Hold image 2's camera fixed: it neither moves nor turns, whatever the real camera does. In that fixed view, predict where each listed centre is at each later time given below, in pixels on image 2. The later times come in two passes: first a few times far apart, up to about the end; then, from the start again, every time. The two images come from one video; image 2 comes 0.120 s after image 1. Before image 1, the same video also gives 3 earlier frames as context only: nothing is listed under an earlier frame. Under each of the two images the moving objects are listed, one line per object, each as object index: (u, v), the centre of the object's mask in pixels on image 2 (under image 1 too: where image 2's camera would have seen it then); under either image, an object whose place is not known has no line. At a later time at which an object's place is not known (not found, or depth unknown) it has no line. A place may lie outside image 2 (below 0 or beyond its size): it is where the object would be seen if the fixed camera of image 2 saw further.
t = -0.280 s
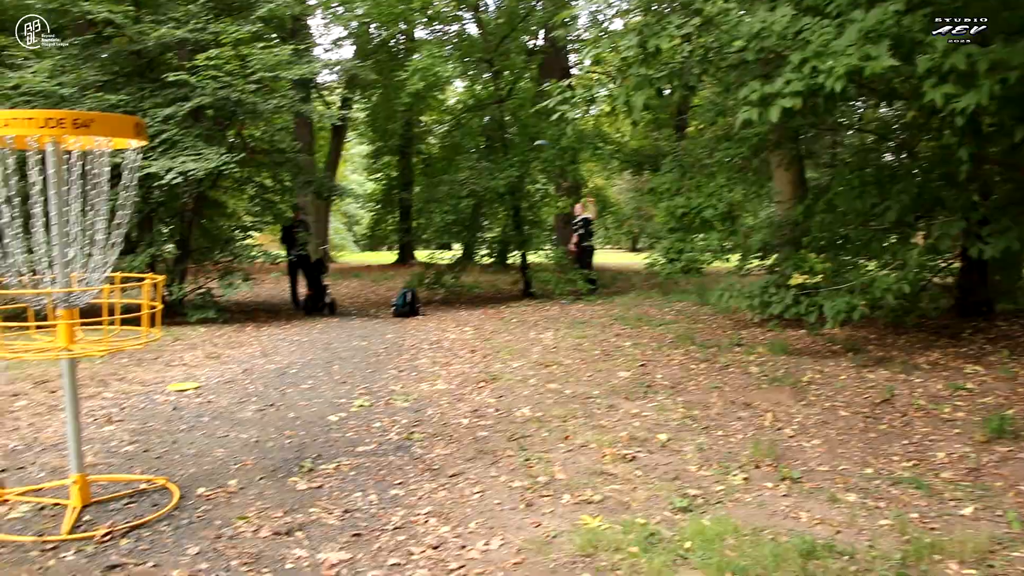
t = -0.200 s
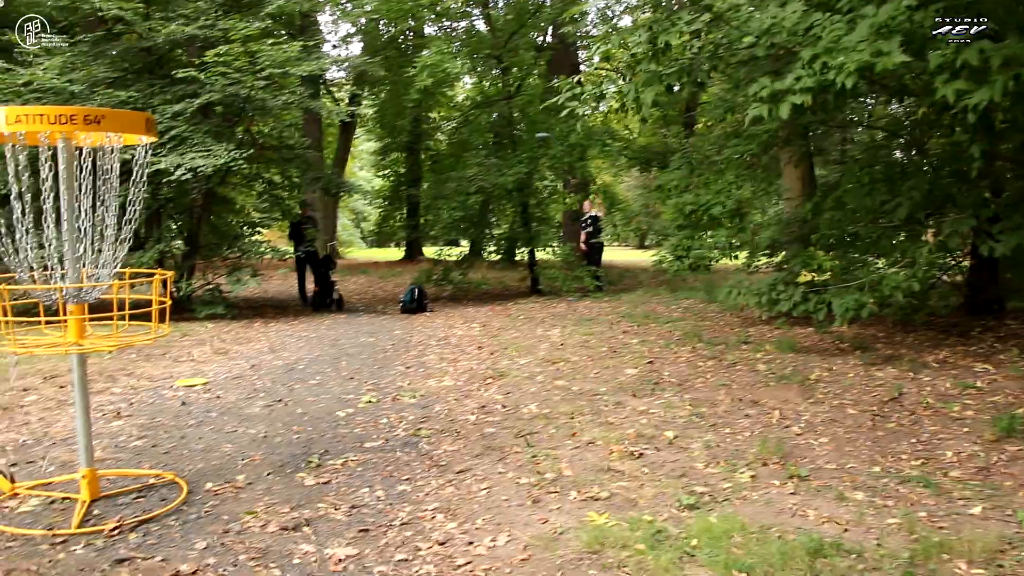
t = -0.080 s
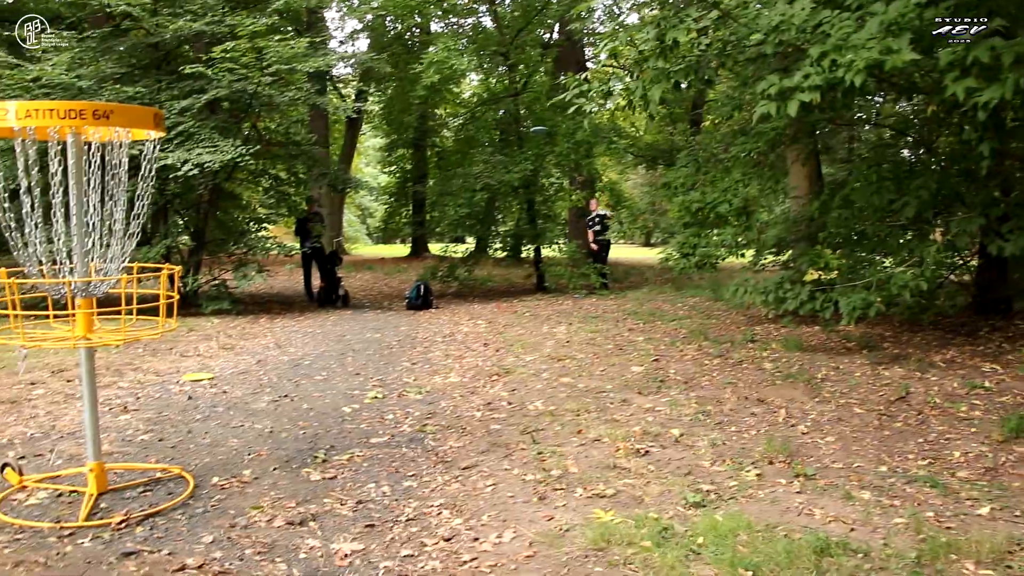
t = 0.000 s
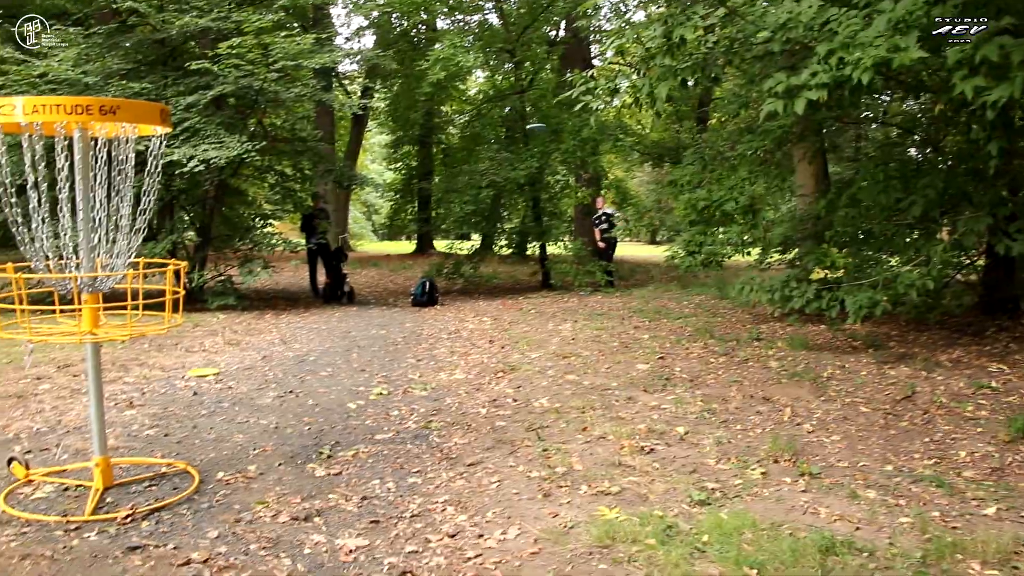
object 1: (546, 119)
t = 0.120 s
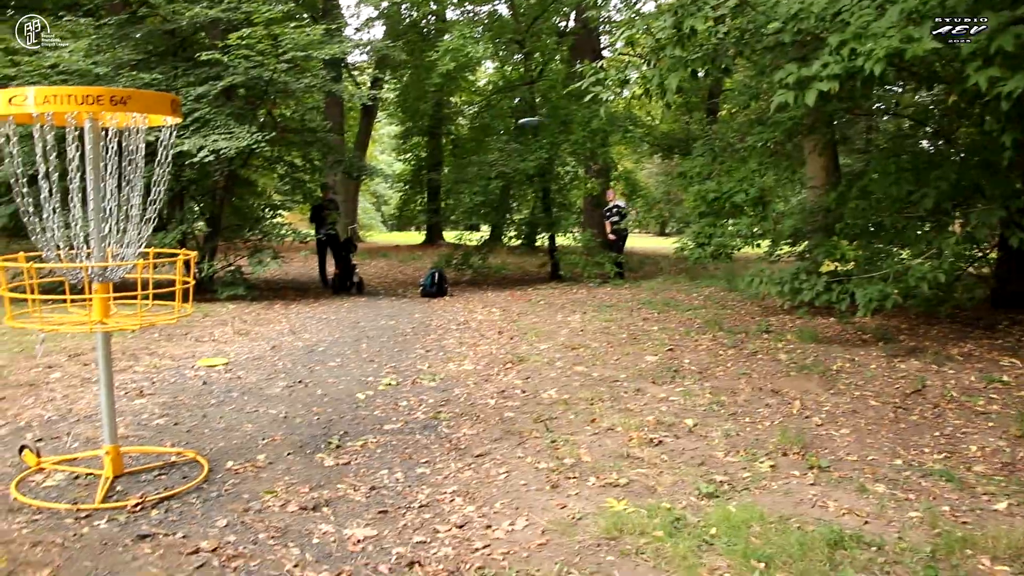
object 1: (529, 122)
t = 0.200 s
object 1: (515, 127)
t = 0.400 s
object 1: (469, 150)
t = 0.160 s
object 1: (523, 124)
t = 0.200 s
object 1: (515, 127)
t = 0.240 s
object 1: (507, 129)
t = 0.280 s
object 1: (499, 134)
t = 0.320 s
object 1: (489, 139)
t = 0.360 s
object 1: (479, 143)
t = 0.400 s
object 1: (469, 150)
